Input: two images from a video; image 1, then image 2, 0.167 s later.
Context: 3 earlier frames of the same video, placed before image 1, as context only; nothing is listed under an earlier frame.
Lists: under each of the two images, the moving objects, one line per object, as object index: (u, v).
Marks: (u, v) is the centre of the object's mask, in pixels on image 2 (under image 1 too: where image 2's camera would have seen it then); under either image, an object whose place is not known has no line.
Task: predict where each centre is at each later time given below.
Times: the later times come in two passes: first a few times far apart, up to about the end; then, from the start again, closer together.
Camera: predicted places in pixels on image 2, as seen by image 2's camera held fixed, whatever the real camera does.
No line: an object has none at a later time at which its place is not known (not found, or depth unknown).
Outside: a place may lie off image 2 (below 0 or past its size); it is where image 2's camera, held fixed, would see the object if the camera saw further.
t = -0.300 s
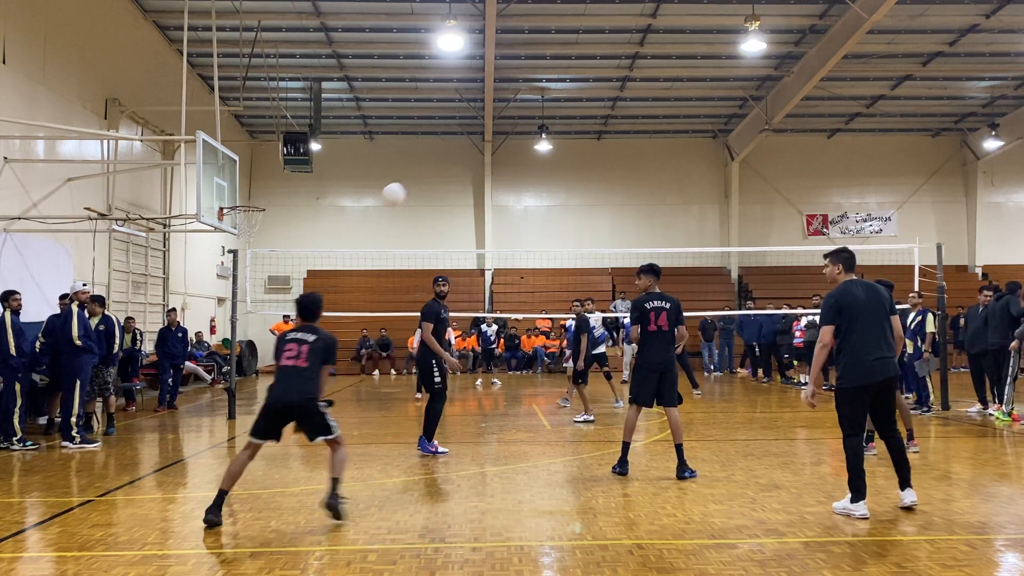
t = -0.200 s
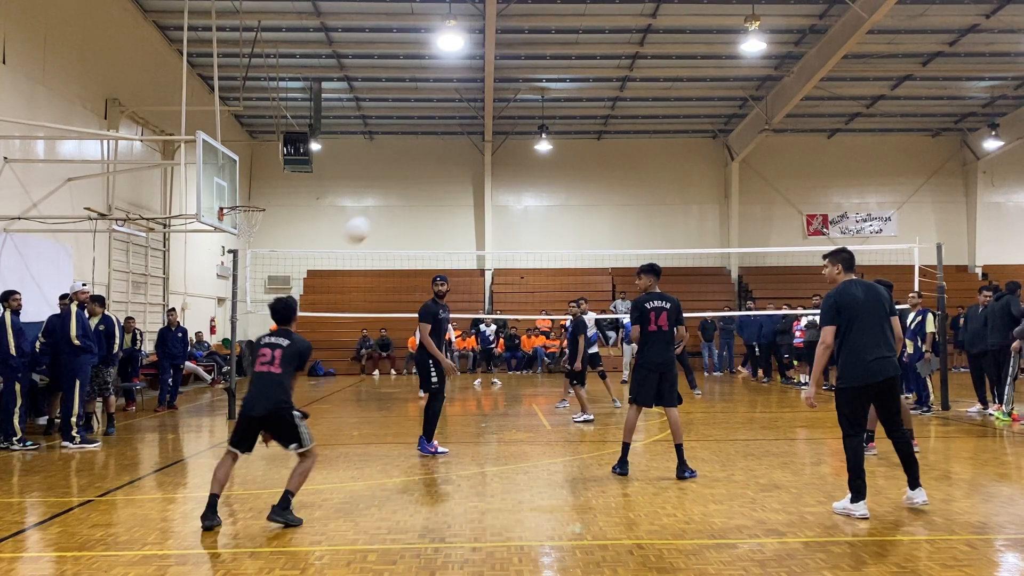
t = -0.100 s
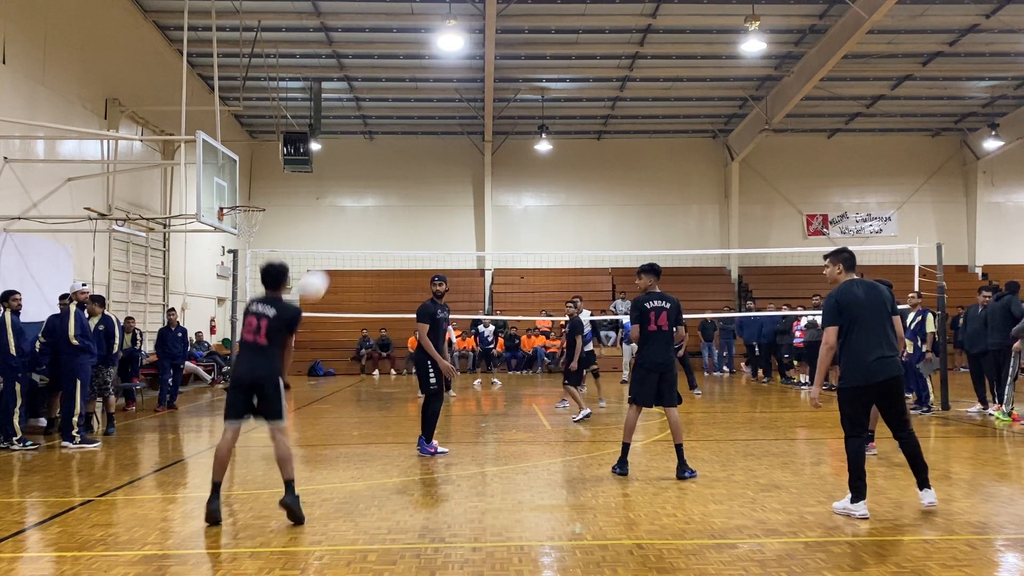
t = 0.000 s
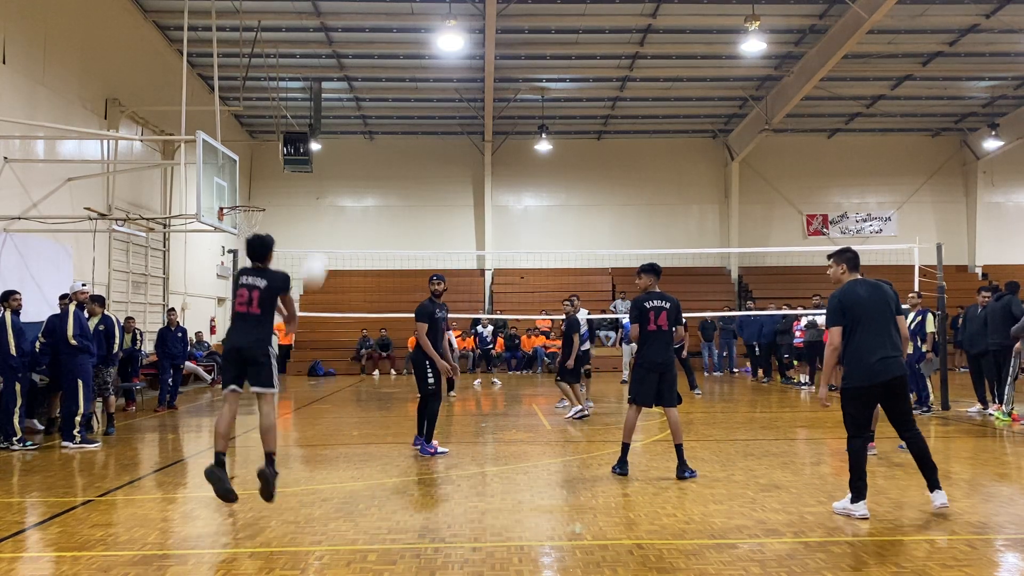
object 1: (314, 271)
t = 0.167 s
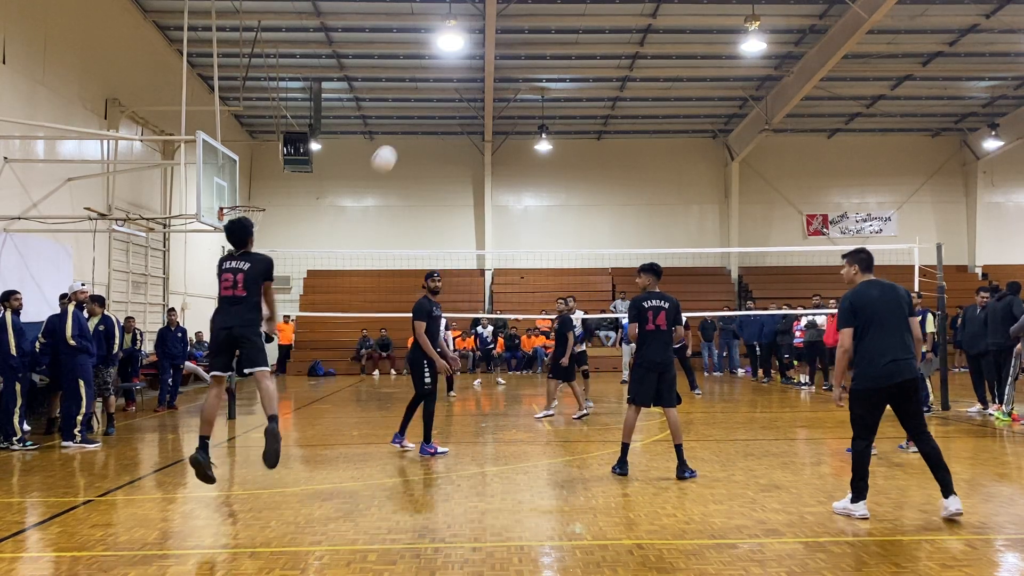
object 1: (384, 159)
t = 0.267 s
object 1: (416, 122)
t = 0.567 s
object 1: (482, 91)
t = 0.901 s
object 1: (525, 130)
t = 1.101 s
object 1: (544, 175)
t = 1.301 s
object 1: (560, 232)
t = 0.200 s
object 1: (396, 145)
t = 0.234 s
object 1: (406, 132)
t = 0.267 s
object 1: (416, 122)
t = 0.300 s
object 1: (426, 114)
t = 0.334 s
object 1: (434, 107)
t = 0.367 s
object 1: (443, 101)
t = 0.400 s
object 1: (450, 97)
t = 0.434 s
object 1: (457, 94)
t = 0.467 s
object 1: (464, 92)
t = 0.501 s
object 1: (470, 91)
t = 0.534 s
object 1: (476, 91)
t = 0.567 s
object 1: (482, 91)
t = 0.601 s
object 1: (487, 92)
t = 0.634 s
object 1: (492, 94)
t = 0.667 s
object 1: (496, 97)
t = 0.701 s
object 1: (501, 100)
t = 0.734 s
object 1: (505, 104)
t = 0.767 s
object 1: (509, 108)
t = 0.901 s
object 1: (525, 130)
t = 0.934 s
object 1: (529, 137)
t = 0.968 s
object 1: (532, 143)
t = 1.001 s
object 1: (535, 152)
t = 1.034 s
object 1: (539, 159)
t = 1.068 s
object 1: (542, 167)
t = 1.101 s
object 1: (544, 175)
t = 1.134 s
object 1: (547, 184)
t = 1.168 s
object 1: (550, 194)
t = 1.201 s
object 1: (553, 202)
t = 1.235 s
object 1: (556, 213)
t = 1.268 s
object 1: (558, 222)
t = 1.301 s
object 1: (560, 232)
